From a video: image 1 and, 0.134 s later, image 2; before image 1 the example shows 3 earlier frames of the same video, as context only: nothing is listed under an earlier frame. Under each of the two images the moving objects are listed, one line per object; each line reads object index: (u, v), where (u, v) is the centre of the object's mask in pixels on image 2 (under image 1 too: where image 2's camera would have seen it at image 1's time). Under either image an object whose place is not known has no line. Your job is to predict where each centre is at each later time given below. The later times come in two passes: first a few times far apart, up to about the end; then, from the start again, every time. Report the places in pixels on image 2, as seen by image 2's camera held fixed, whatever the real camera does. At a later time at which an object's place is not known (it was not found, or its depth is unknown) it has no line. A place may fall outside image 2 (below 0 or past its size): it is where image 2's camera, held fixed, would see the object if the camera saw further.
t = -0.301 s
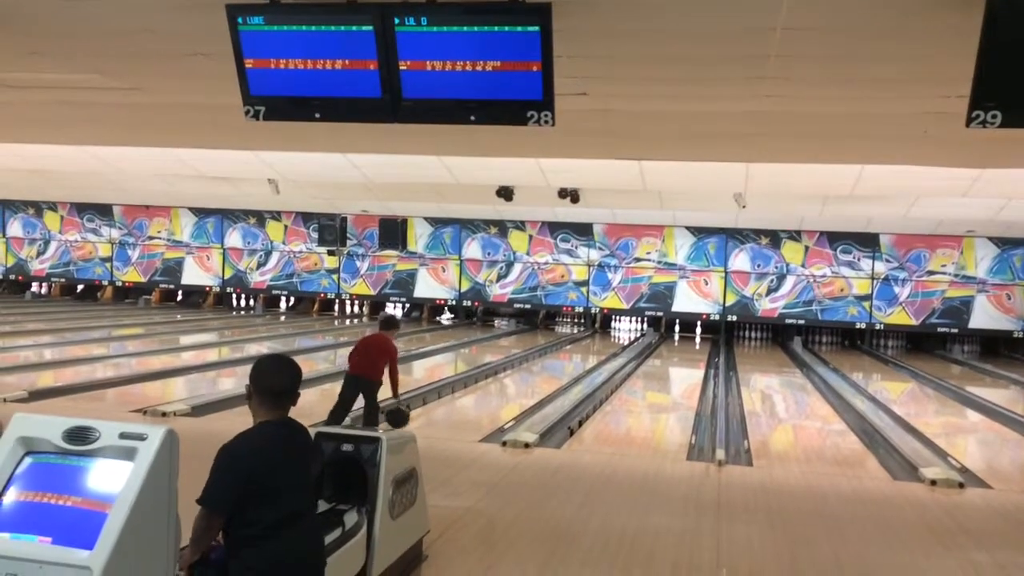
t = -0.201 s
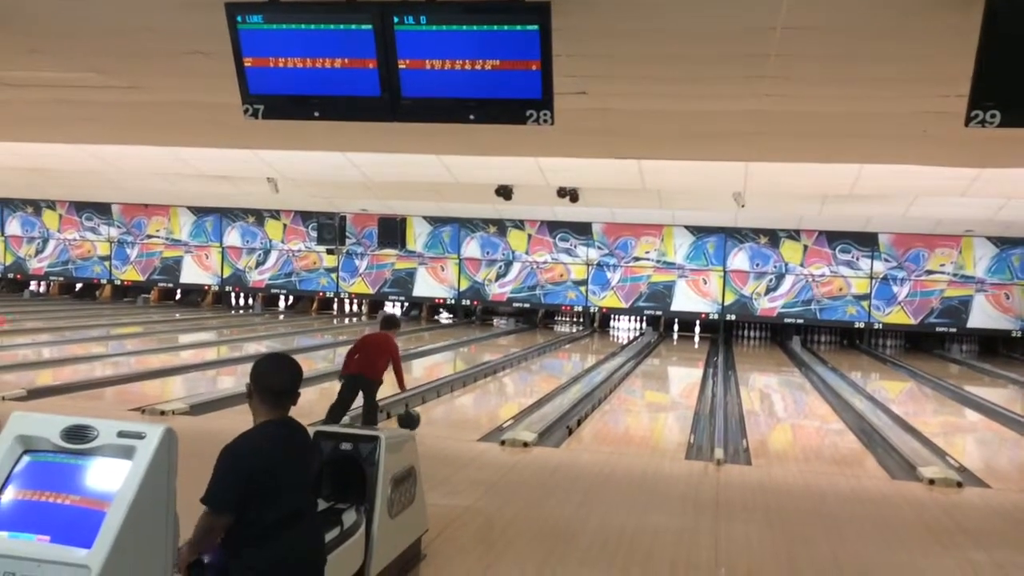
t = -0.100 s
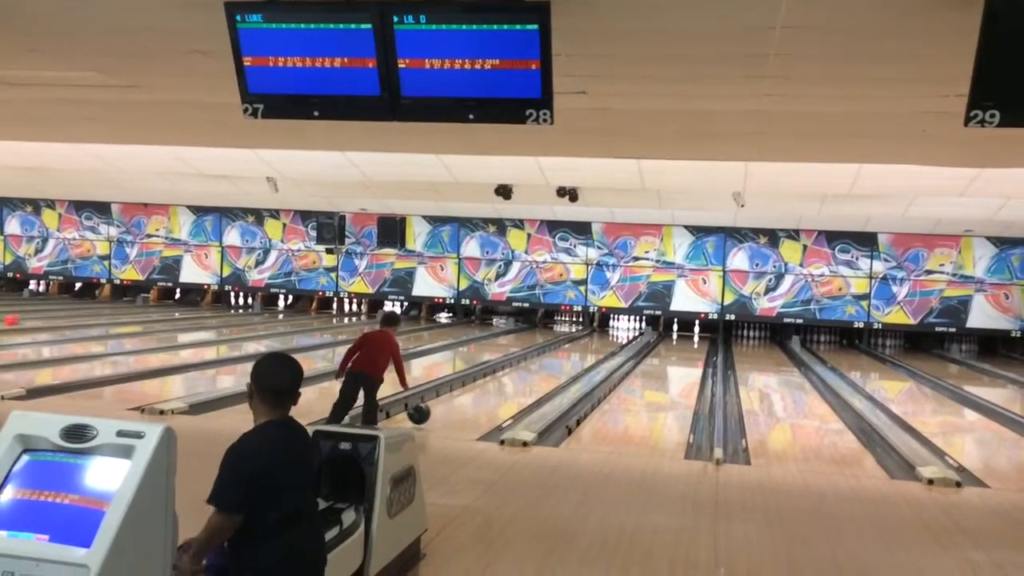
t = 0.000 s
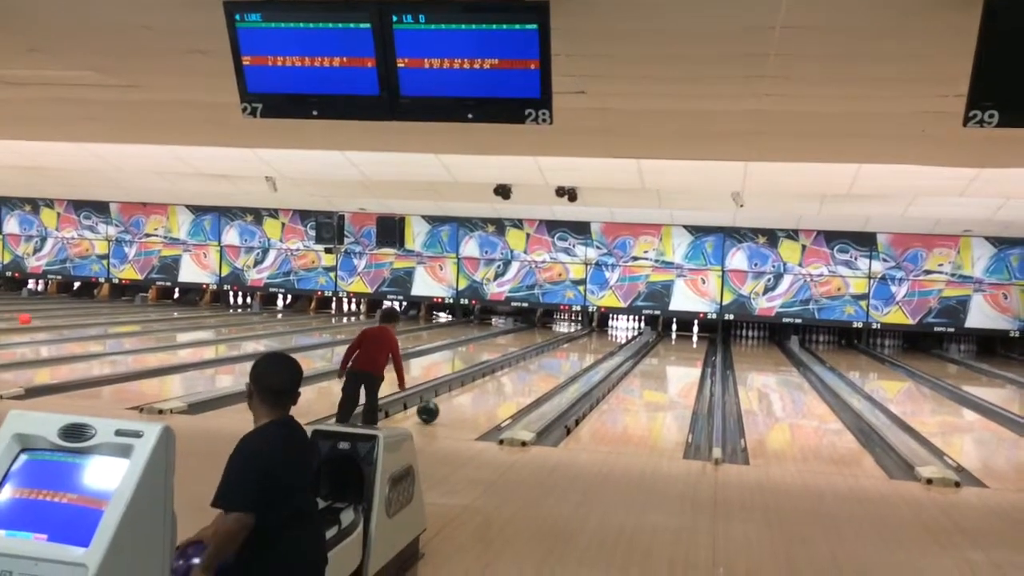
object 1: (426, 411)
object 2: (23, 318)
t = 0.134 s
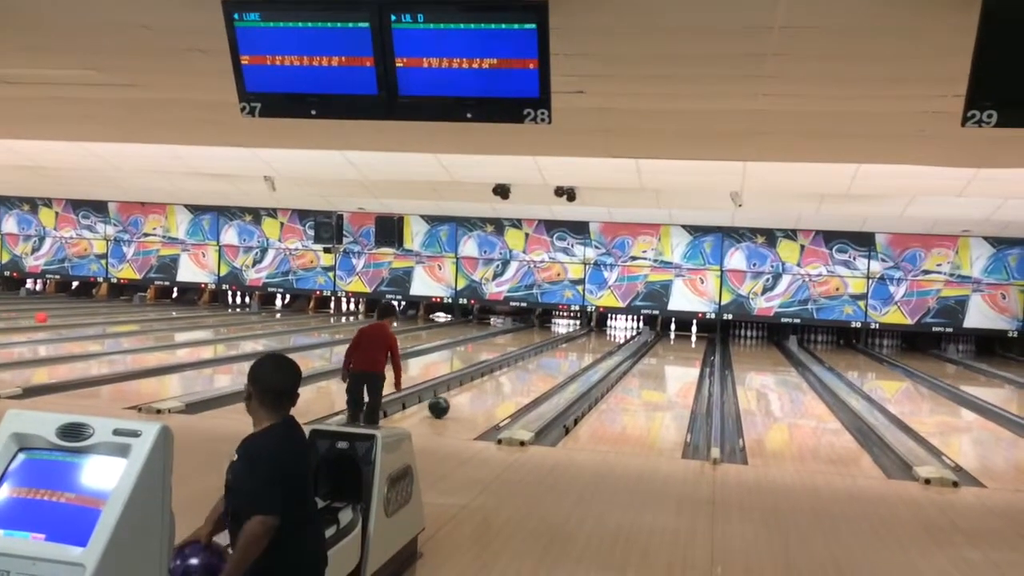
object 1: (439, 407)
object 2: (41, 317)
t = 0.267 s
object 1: (450, 402)
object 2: (60, 316)
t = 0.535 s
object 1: (470, 393)
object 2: (92, 315)
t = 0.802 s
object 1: (486, 387)
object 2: (120, 313)
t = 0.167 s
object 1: (441, 406)
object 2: (45, 316)
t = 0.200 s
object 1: (444, 404)
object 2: (50, 316)
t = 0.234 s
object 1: (447, 403)
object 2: (54, 316)
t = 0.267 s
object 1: (450, 402)
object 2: (60, 316)
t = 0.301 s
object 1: (453, 401)
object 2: (64, 315)
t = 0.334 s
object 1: (455, 400)
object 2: (68, 315)
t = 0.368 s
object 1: (458, 399)
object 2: (73, 315)
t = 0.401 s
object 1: (460, 397)
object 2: (76, 315)
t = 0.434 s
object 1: (463, 397)
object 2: (80, 315)
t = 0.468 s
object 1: (465, 395)
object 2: (84, 315)
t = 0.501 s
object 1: (467, 394)
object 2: (88, 315)
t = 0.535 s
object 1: (470, 393)
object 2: (92, 315)
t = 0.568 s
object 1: (472, 392)
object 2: (96, 315)
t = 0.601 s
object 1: (474, 392)
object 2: (99, 314)
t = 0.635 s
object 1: (476, 391)
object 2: (103, 314)
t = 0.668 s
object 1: (478, 390)
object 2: (106, 314)
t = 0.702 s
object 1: (481, 389)
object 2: (111, 314)
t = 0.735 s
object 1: (483, 388)
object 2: (115, 313)
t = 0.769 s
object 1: (484, 387)
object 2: (116, 313)
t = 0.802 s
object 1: (486, 387)
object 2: (120, 313)
